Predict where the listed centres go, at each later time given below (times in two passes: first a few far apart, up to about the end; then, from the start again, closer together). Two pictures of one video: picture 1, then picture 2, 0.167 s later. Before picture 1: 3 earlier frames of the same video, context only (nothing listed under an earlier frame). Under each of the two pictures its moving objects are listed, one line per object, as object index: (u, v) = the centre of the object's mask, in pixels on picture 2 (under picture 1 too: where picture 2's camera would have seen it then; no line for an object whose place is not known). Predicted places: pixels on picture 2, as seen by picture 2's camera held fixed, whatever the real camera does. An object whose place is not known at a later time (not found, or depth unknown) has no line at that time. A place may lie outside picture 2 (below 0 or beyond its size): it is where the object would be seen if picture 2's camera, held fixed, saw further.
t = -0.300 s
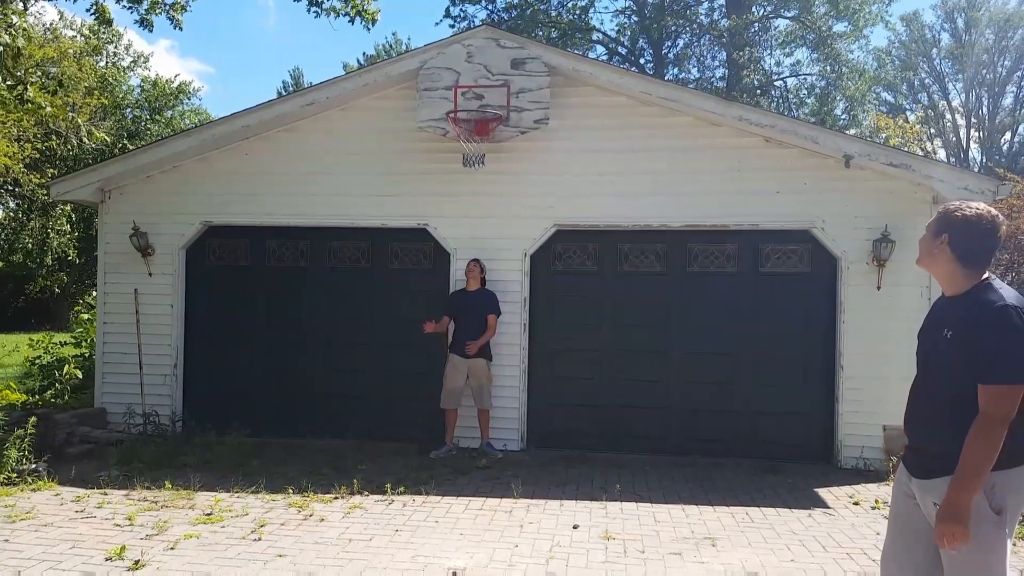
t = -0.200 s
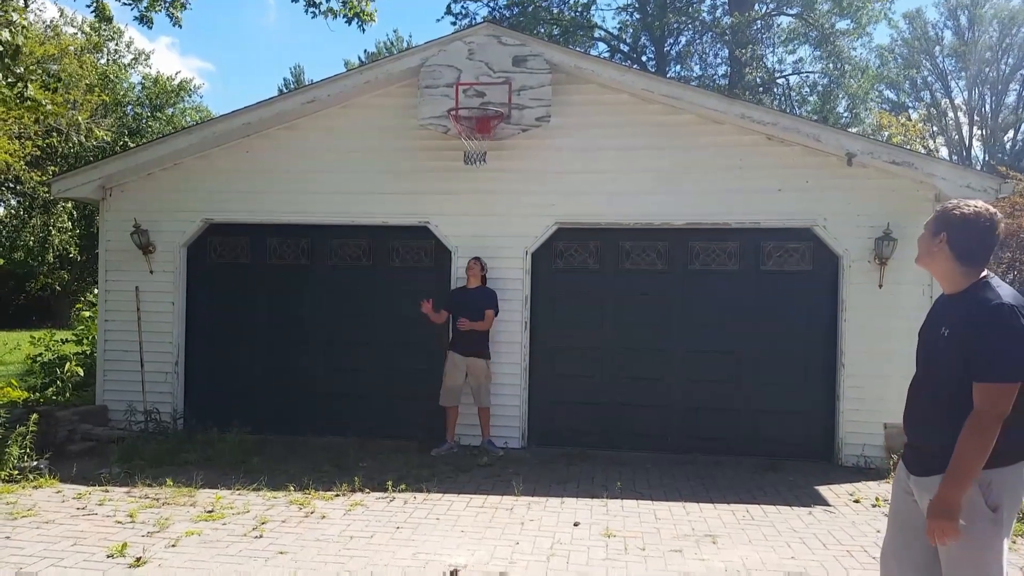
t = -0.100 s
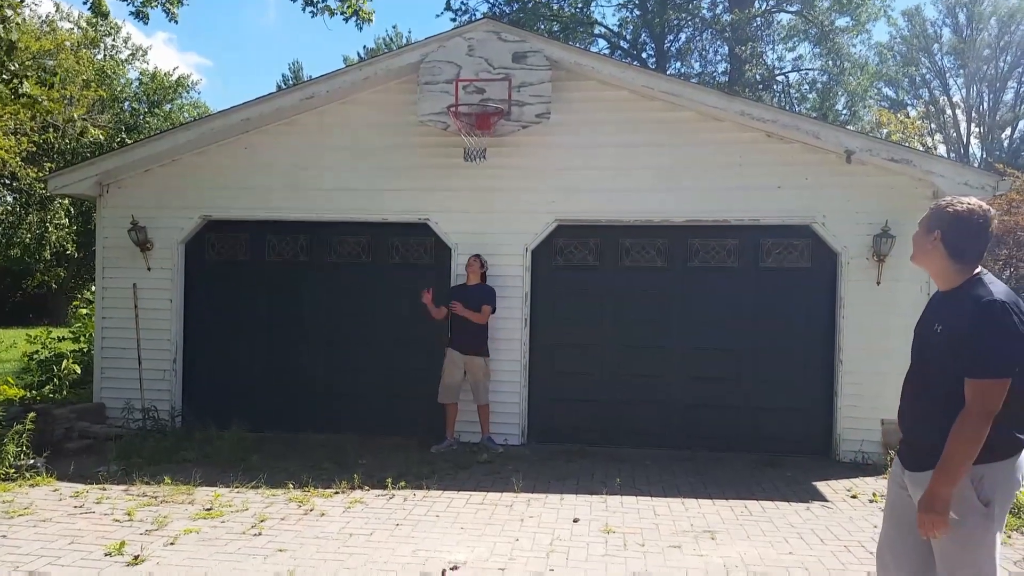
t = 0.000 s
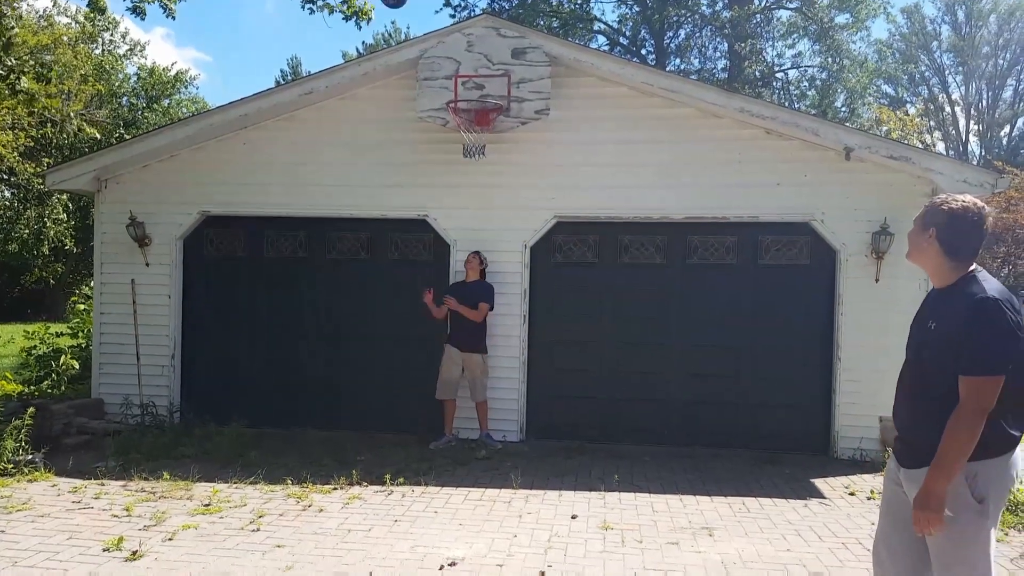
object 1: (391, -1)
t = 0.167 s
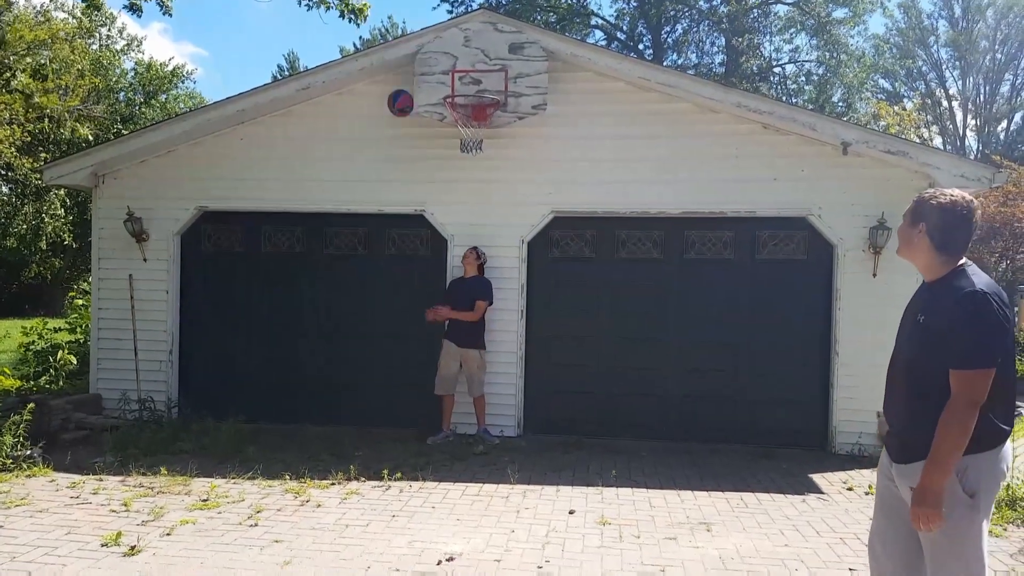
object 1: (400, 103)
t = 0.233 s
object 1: (398, 139)
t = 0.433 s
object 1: (360, 232)
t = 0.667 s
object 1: (302, 442)
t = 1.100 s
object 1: (155, 262)
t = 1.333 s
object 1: (19, 228)
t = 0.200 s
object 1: (401, 125)
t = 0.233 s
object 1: (398, 139)
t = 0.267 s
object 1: (392, 150)
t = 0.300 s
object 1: (386, 163)
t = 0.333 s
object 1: (380, 177)
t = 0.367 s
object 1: (374, 193)
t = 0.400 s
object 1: (367, 210)
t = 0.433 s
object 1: (360, 232)
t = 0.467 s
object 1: (354, 253)
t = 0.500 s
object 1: (345, 277)
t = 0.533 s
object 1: (338, 305)
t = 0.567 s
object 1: (331, 334)
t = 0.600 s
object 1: (321, 367)
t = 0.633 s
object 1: (311, 404)
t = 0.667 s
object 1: (302, 442)
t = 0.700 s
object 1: (294, 469)
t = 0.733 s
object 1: (285, 448)
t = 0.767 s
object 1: (276, 428)
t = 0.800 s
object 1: (267, 408)
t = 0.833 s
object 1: (257, 389)
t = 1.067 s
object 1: (171, 274)
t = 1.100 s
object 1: (155, 262)
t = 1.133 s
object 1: (139, 252)
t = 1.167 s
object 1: (121, 243)
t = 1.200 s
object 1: (103, 235)
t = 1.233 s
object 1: (83, 230)
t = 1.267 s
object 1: (61, 226)
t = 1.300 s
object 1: (38, 225)
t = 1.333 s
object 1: (19, 228)
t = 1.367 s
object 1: (7, 232)
